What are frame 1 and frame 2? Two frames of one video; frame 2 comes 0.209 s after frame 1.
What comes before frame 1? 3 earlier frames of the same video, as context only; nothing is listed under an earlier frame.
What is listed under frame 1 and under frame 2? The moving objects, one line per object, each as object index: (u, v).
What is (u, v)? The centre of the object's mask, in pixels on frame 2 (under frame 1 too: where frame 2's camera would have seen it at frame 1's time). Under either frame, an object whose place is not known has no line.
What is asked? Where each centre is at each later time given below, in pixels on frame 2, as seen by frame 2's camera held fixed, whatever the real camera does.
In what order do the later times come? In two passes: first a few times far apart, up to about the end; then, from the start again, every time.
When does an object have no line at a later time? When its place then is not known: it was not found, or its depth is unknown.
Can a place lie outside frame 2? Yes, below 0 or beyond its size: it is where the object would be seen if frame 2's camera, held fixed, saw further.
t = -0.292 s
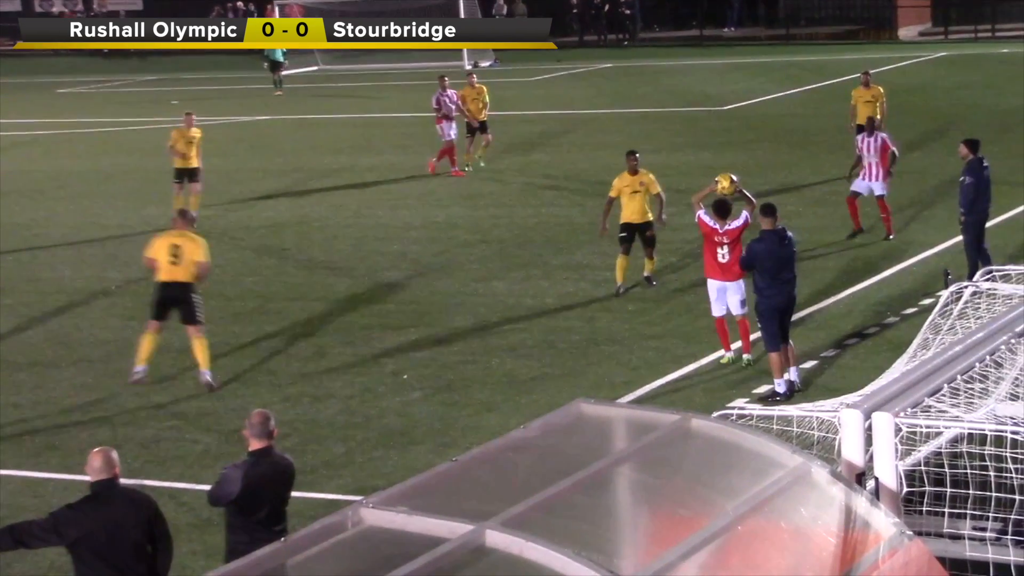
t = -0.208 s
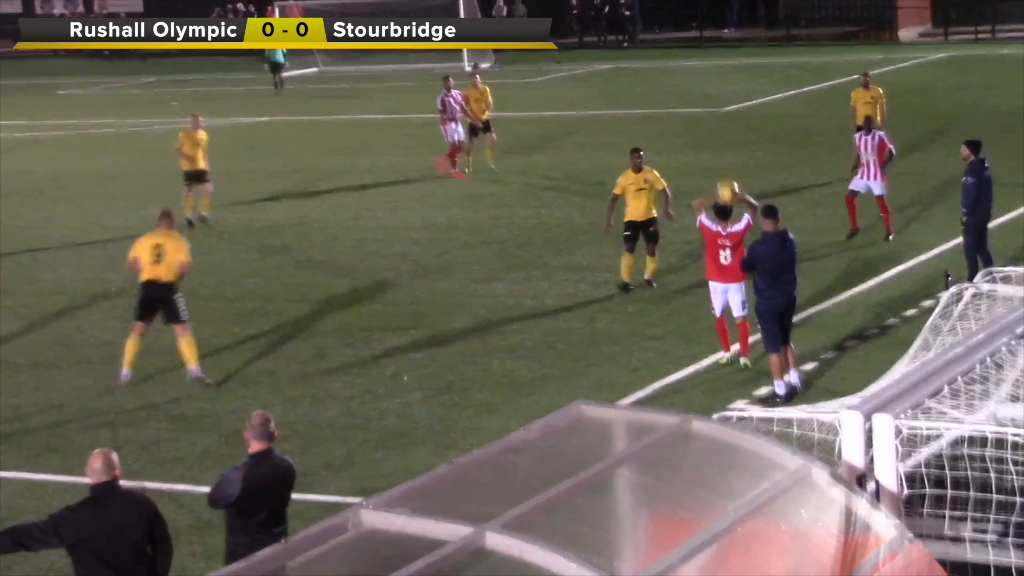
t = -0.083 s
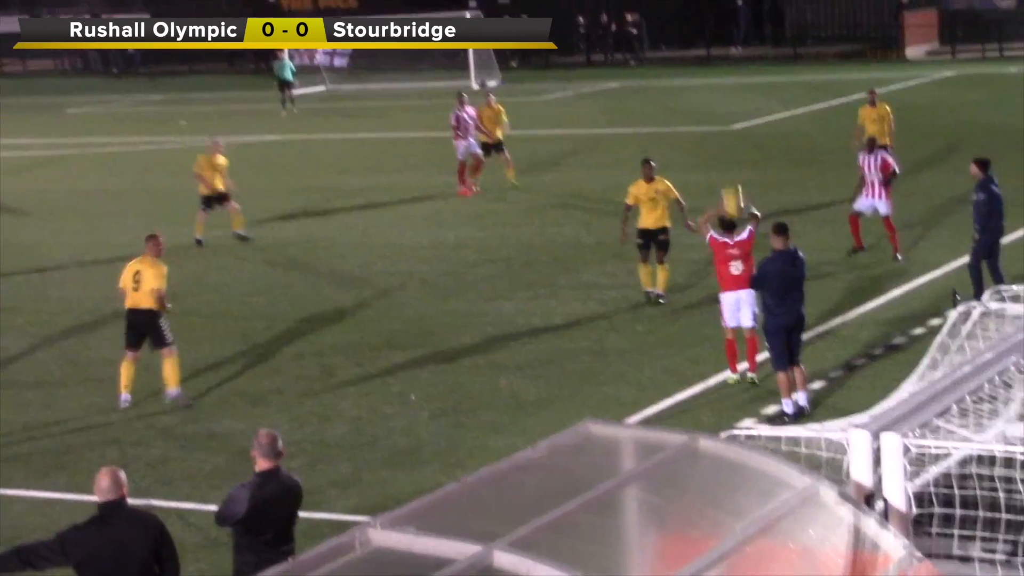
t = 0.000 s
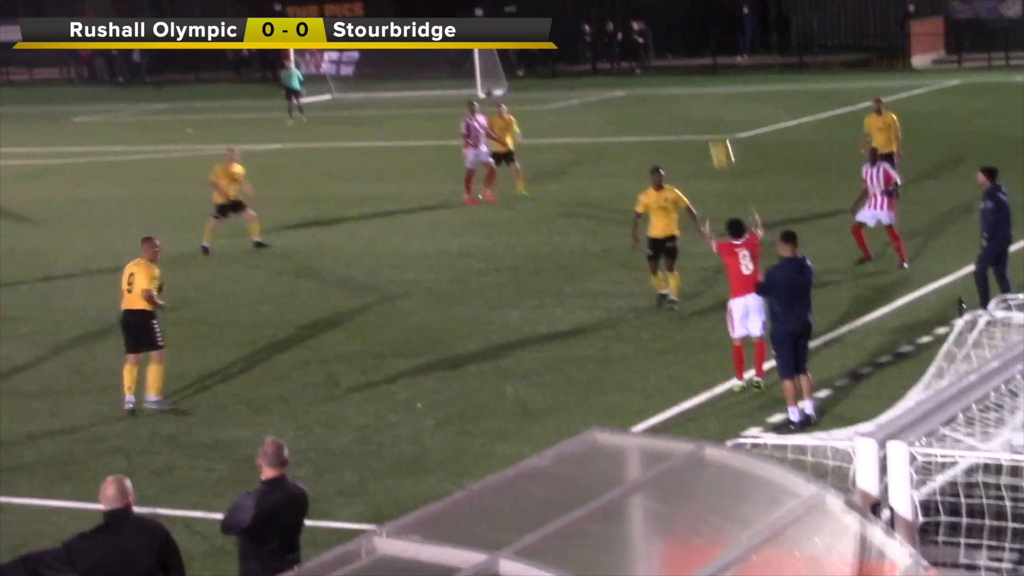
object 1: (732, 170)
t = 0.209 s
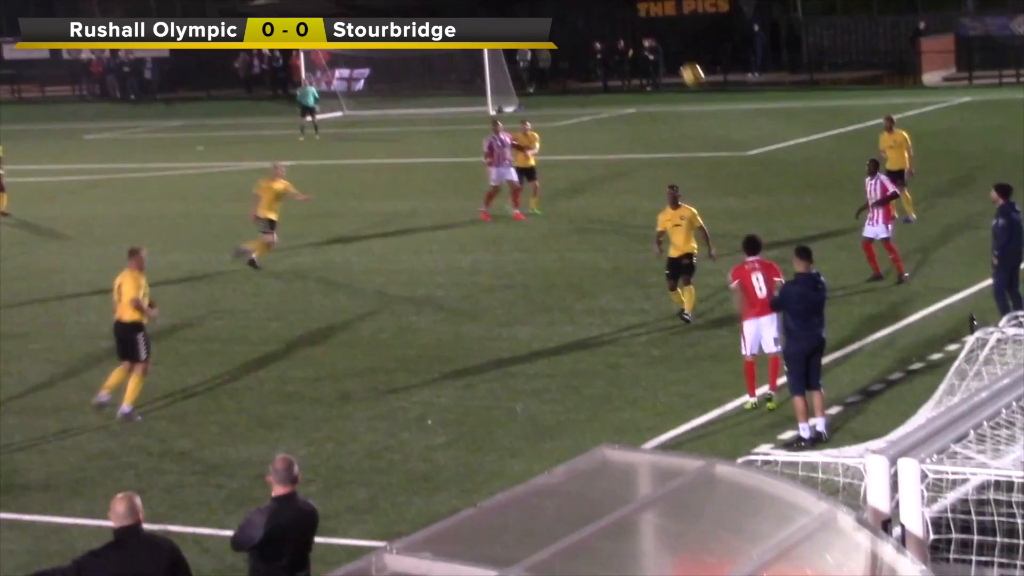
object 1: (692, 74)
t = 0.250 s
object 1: (685, 62)
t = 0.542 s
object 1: (641, 16)
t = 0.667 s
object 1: (624, 17)
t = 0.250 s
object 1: (685, 62)
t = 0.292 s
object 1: (679, 50)
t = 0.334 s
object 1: (672, 41)
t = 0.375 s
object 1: (666, 32)
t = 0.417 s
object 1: (660, 26)
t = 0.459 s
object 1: (653, 21)
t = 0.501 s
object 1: (647, 18)
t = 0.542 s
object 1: (641, 16)
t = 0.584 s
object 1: (636, 15)
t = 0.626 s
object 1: (630, 15)
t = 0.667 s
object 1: (624, 17)
